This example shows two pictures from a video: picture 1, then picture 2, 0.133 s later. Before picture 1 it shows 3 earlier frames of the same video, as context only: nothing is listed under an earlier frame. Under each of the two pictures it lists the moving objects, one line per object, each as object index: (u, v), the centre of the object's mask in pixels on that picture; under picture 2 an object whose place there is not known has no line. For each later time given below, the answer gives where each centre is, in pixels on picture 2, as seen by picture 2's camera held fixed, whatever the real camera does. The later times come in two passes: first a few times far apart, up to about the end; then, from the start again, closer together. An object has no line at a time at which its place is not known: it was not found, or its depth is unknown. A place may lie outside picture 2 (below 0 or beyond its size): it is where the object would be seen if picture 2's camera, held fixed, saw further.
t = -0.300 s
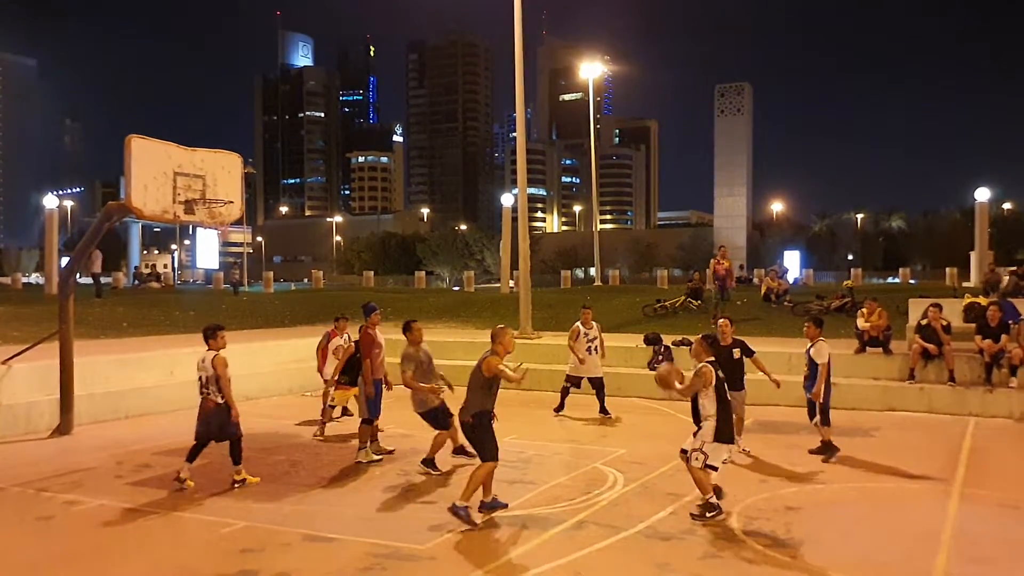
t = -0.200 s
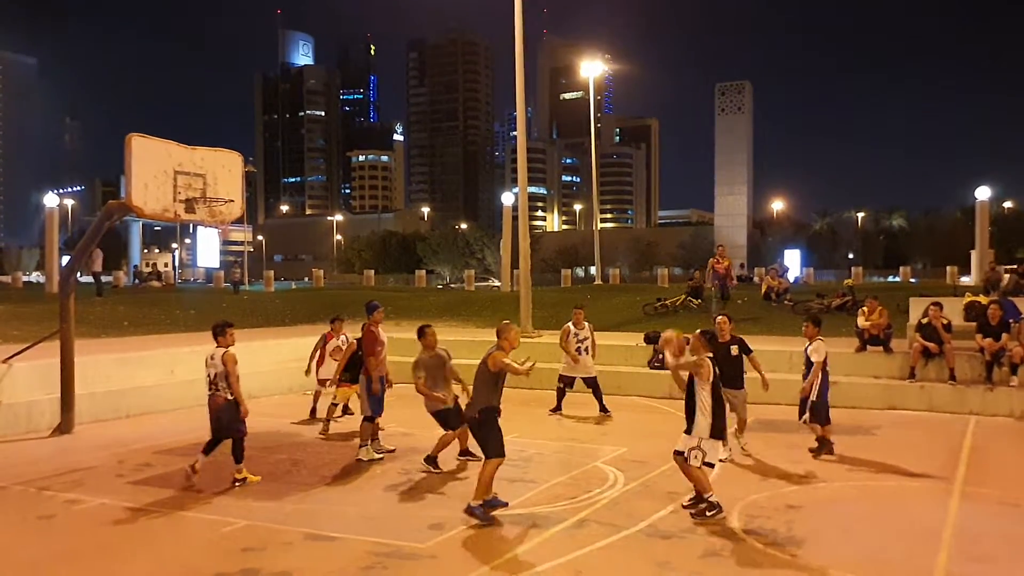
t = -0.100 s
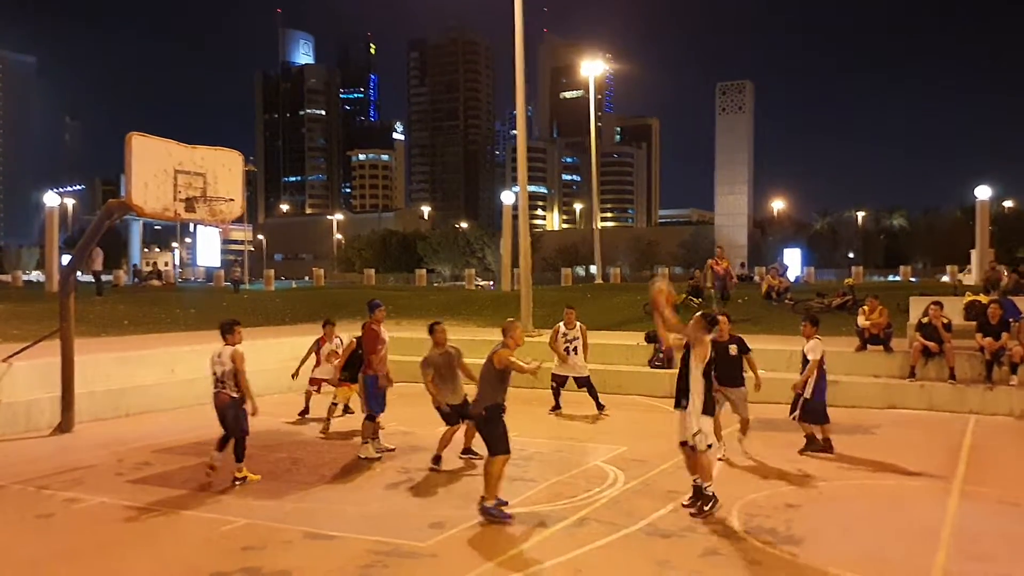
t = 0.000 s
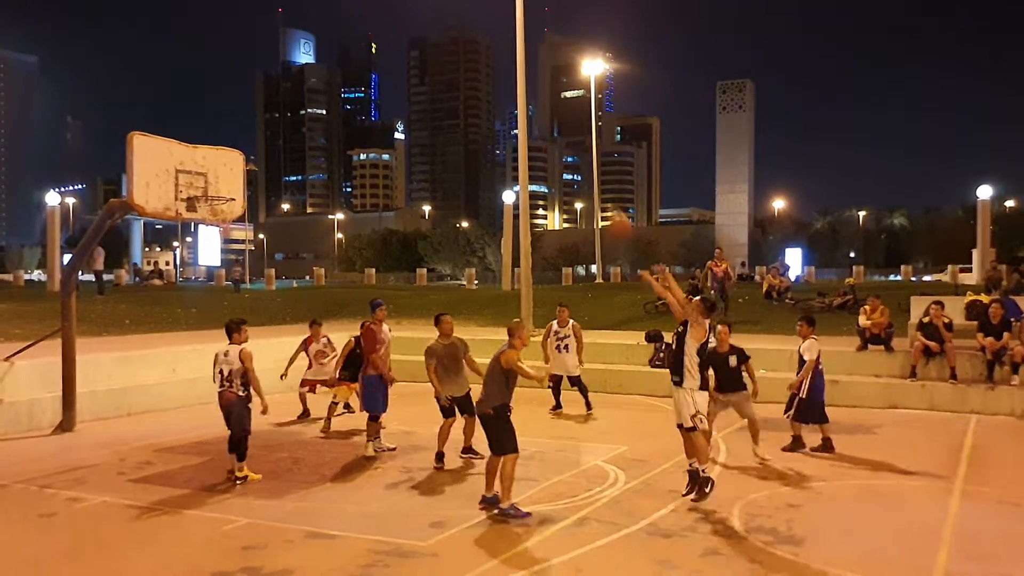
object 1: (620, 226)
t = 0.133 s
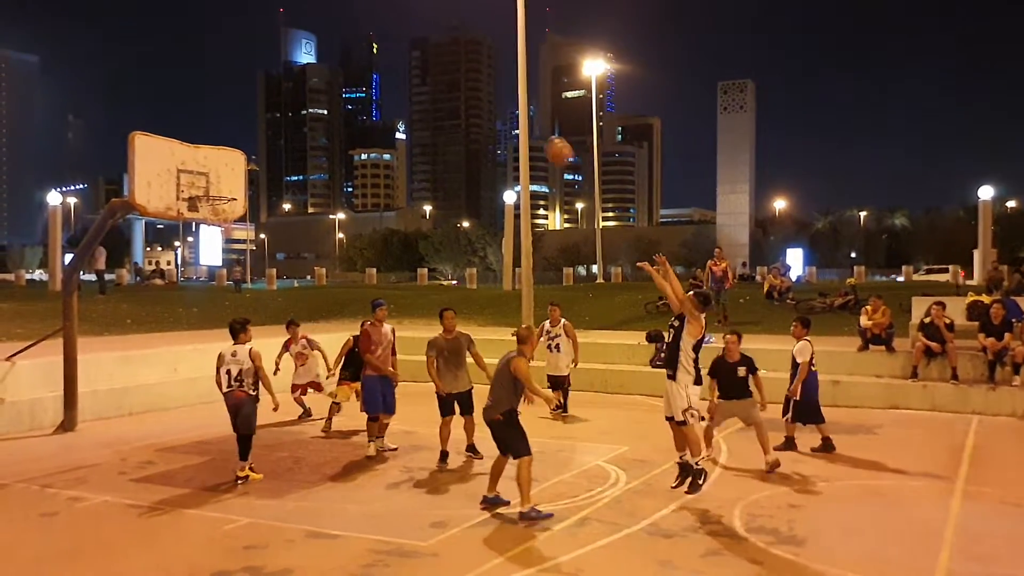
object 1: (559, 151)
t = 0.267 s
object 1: (505, 101)
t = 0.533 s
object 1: (404, 58)
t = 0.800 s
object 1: (319, 83)
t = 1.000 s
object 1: (261, 137)
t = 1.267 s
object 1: (194, 179)
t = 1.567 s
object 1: (148, 138)
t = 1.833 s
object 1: (101, 172)
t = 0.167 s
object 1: (546, 137)
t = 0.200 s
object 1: (532, 124)
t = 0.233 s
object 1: (516, 111)
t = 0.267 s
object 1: (505, 101)
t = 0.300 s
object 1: (491, 92)
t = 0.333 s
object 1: (478, 83)
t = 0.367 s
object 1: (465, 76)
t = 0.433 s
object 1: (440, 65)
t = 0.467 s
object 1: (427, 62)
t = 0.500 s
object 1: (415, 60)
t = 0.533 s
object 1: (404, 58)
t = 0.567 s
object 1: (393, 58)
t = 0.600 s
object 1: (381, 59)
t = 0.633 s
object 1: (370, 60)
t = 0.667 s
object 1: (359, 63)
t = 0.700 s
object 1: (349, 67)
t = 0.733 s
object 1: (339, 71)
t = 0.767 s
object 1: (330, 78)
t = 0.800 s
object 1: (319, 83)
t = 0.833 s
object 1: (308, 90)
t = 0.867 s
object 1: (299, 98)
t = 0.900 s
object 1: (289, 106)
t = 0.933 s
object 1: (279, 115)
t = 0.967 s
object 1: (270, 126)
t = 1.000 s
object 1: (261, 137)
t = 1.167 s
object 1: (216, 193)
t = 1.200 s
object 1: (207, 191)
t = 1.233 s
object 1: (200, 187)
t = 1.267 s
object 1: (194, 179)
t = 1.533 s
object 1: (153, 139)
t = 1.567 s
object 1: (148, 138)
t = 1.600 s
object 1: (141, 138)
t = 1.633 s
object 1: (135, 140)
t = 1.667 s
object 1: (129, 143)
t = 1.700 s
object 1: (122, 147)
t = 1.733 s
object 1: (118, 150)
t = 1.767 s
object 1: (113, 157)
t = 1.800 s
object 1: (107, 163)
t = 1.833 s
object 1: (101, 172)
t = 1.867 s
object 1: (96, 180)
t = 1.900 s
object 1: (91, 190)
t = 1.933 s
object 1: (85, 202)
